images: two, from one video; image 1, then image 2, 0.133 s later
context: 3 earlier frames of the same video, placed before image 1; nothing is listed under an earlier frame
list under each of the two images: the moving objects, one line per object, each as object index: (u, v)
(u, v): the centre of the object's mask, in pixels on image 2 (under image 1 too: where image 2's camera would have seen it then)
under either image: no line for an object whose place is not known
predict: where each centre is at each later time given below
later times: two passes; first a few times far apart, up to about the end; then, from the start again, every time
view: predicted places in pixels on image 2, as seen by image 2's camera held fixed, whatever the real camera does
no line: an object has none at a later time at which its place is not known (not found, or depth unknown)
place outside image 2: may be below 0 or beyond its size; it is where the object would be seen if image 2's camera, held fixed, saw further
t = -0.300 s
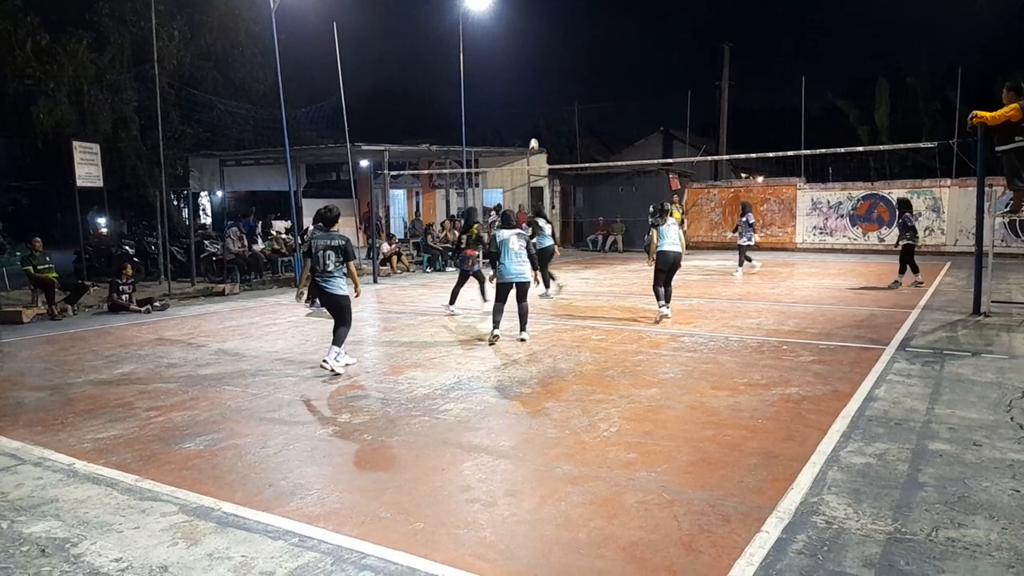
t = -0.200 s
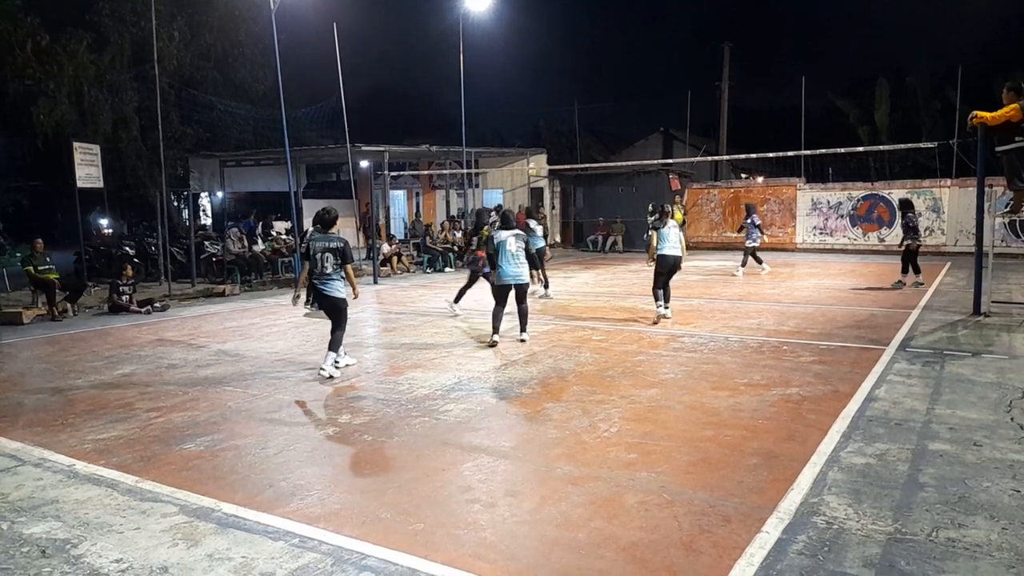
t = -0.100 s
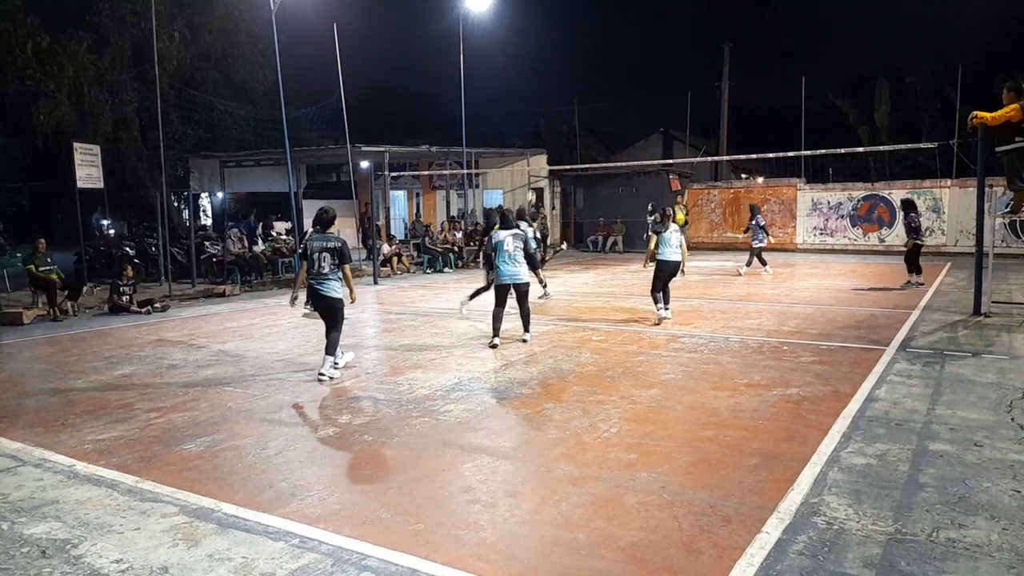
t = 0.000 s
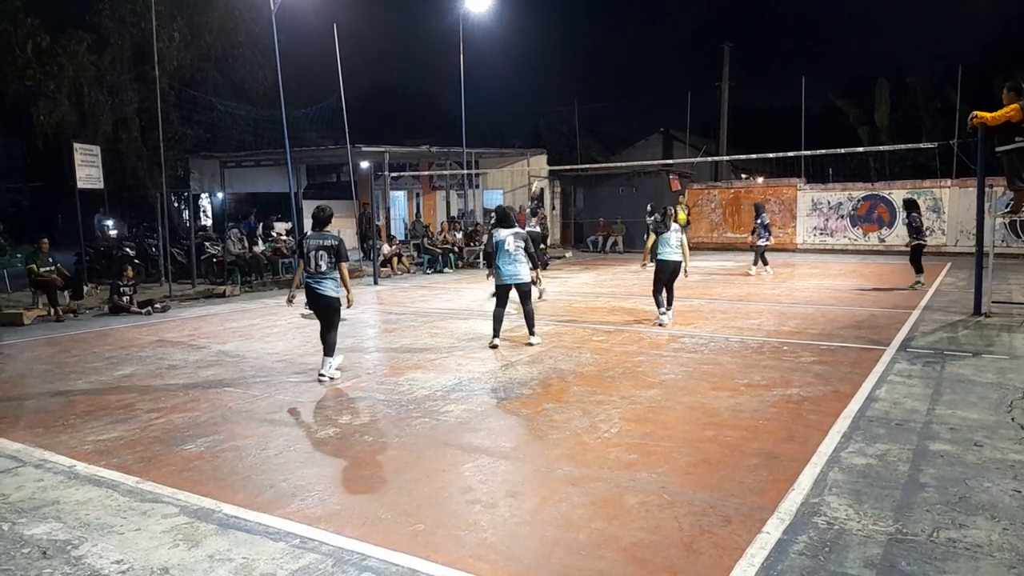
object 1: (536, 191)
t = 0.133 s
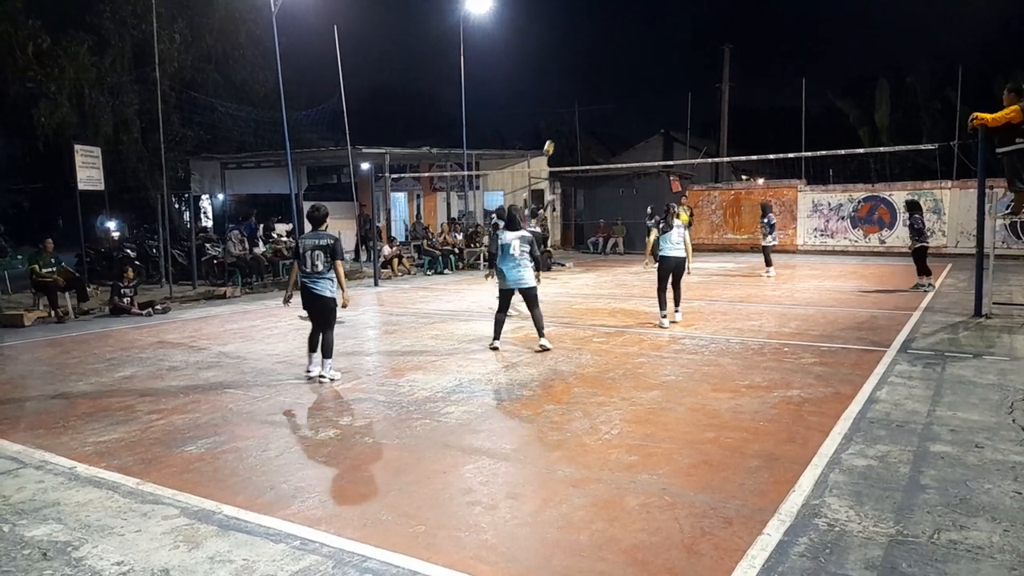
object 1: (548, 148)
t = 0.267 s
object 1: (561, 113)
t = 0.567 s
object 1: (591, 63)
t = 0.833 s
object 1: (619, 51)
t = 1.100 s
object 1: (648, 75)
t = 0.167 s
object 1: (552, 138)
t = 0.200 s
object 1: (555, 129)
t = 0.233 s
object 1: (558, 121)
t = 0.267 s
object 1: (561, 113)
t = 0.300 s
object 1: (564, 105)
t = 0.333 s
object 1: (567, 99)
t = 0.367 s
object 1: (571, 92)
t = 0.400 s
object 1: (574, 86)
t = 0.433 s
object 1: (577, 80)
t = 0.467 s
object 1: (581, 76)
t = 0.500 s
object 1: (584, 70)
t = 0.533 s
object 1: (587, 66)
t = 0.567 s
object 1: (591, 63)
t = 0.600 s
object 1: (594, 59)
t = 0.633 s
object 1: (598, 56)
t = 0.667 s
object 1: (601, 54)
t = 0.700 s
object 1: (605, 53)
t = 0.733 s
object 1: (608, 52)
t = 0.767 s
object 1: (612, 51)
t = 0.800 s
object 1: (615, 51)
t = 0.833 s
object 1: (619, 51)
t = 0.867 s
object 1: (622, 52)
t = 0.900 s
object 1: (626, 53)
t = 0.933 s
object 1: (629, 55)
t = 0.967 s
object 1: (633, 58)
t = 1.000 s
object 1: (637, 62)
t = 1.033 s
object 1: (640, 66)
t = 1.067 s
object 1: (644, 70)
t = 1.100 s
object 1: (648, 75)
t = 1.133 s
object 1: (651, 80)
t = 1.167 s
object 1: (655, 86)
